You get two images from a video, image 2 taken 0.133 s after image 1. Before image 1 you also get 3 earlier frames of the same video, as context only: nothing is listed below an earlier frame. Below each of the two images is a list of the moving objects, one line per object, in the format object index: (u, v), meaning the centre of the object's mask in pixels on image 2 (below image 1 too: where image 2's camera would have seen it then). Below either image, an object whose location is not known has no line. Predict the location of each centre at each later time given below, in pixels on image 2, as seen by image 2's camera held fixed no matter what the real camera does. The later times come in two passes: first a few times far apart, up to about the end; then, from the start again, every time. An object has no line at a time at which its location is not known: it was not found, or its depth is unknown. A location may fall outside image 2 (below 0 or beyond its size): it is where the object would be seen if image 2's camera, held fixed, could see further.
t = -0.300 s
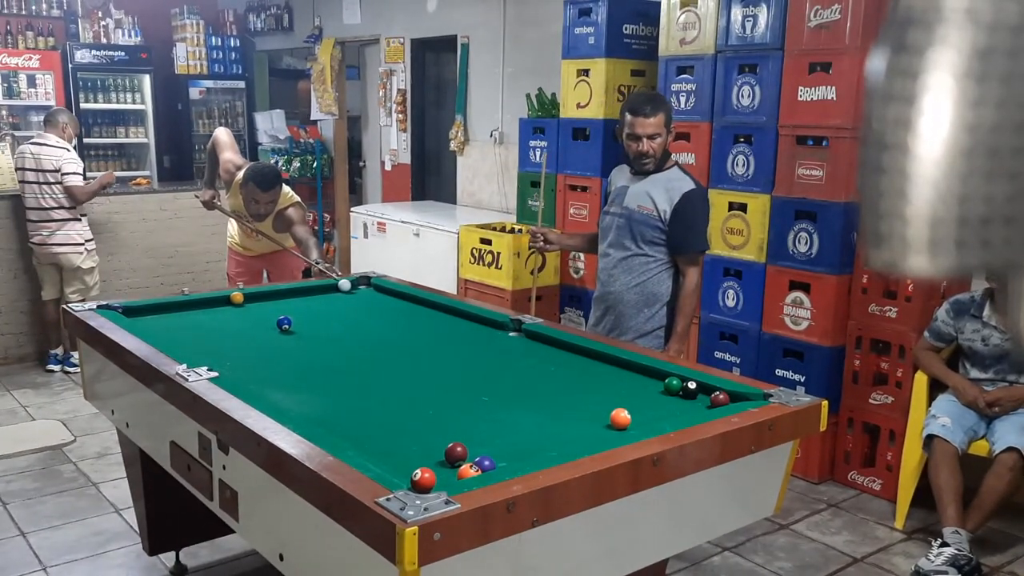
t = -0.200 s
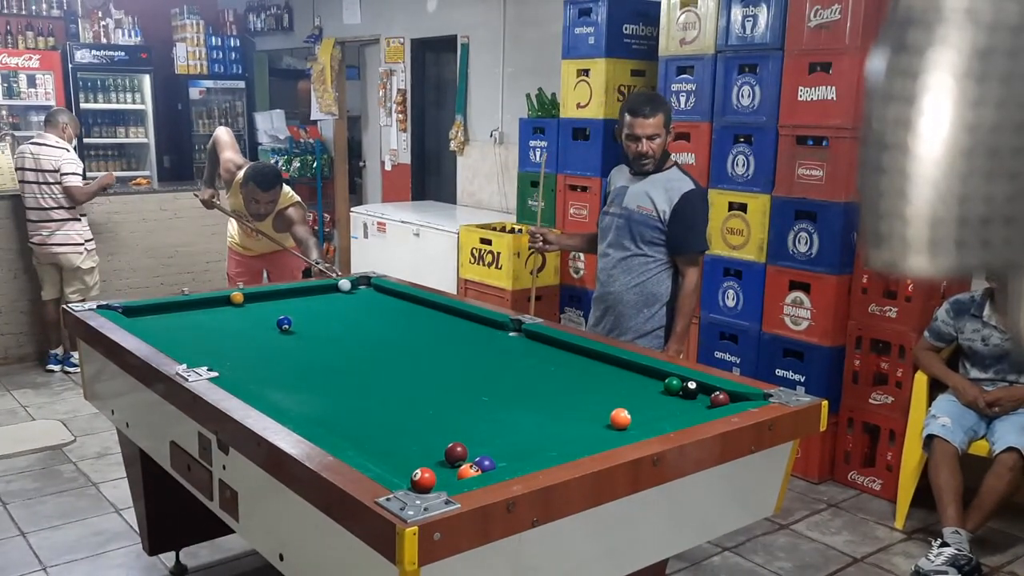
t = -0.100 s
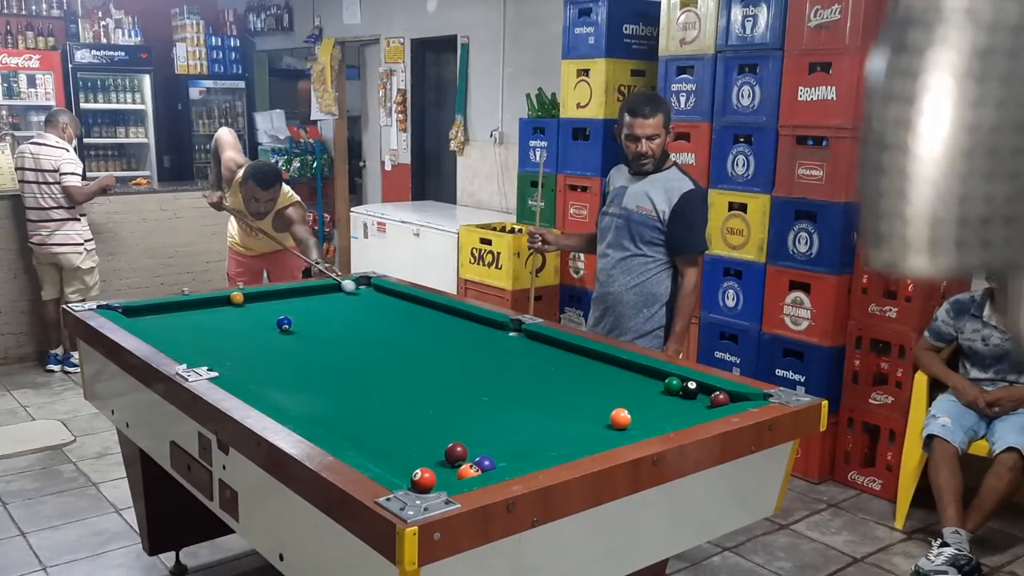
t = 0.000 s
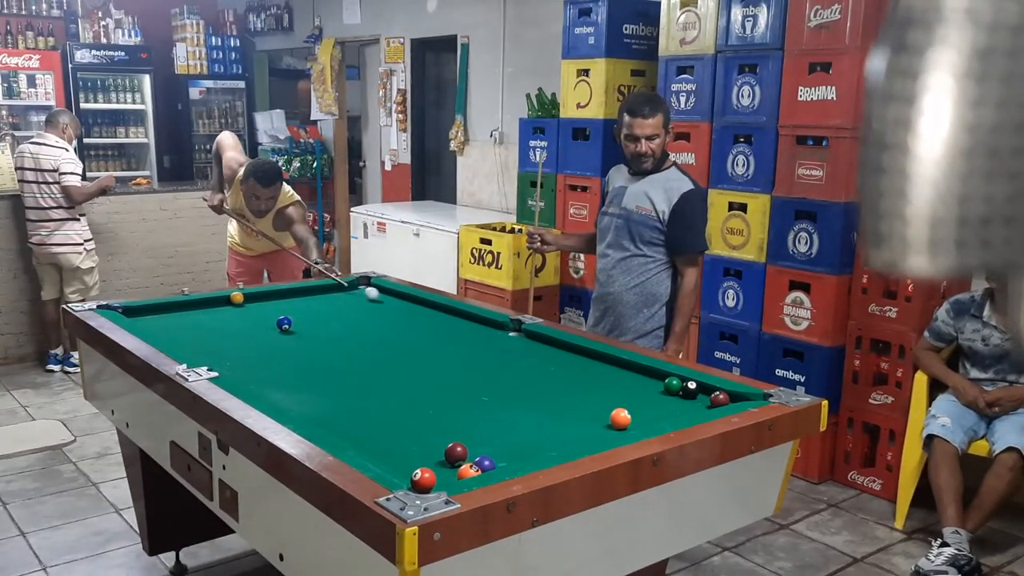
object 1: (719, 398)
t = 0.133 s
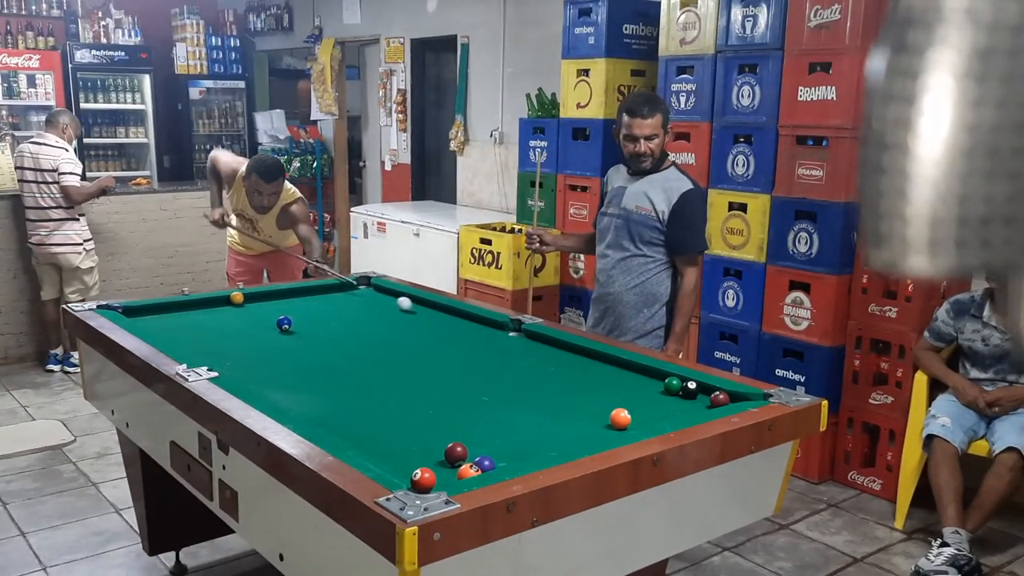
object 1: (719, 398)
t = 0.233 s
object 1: (719, 398)
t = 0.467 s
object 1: (719, 398)
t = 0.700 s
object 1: (719, 398)
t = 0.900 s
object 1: (719, 398)
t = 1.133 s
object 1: (702, 403)
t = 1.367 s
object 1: (669, 405)
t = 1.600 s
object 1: (644, 411)
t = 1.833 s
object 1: (628, 412)
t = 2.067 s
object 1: (620, 412)
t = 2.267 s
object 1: (615, 413)
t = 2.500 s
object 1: (613, 412)
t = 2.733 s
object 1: (614, 412)
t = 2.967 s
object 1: (614, 412)
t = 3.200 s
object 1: (614, 412)
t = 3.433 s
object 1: (614, 412)
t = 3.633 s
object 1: (614, 412)
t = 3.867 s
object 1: (614, 412)
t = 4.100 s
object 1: (614, 412)
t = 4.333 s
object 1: (614, 412)
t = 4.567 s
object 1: (614, 412)
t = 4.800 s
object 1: (614, 412)
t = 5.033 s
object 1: (614, 412)
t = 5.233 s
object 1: (614, 412)
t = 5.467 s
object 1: (614, 413)
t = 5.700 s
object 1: (614, 413)
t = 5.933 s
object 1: (614, 412)
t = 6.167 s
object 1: (614, 412)
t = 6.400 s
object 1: (614, 412)
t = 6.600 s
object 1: (614, 412)
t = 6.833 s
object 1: (614, 412)
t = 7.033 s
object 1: (614, 412)
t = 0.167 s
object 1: (719, 398)
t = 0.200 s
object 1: (719, 398)
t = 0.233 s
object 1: (719, 398)
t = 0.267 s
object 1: (719, 398)
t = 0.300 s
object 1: (719, 398)
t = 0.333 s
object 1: (719, 398)
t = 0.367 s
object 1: (719, 398)
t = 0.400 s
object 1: (719, 398)
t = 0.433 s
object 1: (719, 398)
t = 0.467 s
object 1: (719, 398)
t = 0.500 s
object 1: (719, 398)
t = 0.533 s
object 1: (719, 398)
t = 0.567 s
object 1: (719, 398)
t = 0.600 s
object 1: (719, 398)
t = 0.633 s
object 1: (719, 398)
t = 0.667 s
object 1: (719, 398)
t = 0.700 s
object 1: (719, 398)
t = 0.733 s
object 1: (719, 398)
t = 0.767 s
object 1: (719, 398)
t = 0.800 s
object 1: (719, 398)
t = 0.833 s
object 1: (719, 398)
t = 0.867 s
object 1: (719, 398)
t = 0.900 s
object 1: (719, 398)
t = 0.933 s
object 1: (719, 399)
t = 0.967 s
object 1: (721, 400)
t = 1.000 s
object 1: (721, 401)
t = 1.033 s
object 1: (717, 402)
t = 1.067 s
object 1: (712, 402)
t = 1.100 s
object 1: (707, 403)
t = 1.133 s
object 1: (702, 403)
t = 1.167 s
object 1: (697, 404)
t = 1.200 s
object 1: (693, 404)
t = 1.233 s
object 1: (688, 405)
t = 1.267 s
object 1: (683, 405)
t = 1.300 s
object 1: (679, 406)
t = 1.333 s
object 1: (674, 405)
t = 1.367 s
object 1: (669, 405)
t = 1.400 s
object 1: (666, 406)
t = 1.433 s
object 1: (662, 407)
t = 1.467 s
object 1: (658, 408)
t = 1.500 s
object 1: (655, 408)
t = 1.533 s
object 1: (651, 409)
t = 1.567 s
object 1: (648, 410)
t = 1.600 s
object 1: (644, 411)
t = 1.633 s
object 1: (641, 412)
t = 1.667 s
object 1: (638, 412)
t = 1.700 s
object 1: (635, 412)
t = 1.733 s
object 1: (633, 412)
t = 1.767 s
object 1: (632, 412)
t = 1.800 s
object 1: (630, 412)
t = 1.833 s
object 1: (628, 412)
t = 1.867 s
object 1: (627, 412)
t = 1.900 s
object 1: (625, 412)
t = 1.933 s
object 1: (624, 412)
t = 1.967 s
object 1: (623, 412)
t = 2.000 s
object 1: (622, 412)
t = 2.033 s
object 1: (621, 412)
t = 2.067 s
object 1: (620, 412)
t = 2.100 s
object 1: (619, 412)
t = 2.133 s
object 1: (618, 413)
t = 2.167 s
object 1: (617, 413)
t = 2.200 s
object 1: (616, 413)
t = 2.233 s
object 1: (616, 413)
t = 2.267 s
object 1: (615, 413)
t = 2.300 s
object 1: (615, 412)
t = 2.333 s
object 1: (614, 412)
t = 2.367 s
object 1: (614, 412)
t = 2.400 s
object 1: (614, 413)
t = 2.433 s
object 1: (613, 412)
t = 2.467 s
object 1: (613, 413)
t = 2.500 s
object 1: (613, 412)
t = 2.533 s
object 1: (613, 412)
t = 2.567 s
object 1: (613, 412)
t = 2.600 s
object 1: (613, 412)
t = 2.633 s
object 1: (614, 412)
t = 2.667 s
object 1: (614, 412)
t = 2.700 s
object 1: (614, 412)
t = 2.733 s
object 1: (614, 412)
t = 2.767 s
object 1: (614, 412)
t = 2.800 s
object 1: (614, 412)
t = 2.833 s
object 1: (614, 412)
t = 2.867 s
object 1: (614, 412)
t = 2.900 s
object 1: (614, 412)
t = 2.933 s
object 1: (614, 412)
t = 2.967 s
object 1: (614, 412)
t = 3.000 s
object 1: (614, 412)
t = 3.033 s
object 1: (614, 412)
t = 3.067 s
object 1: (614, 412)
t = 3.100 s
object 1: (614, 412)
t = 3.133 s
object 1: (614, 412)
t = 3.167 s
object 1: (614, 412)
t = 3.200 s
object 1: (614, 412)
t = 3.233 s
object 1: (614, 412)
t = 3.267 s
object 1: (614, 412)
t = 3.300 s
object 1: (614, 412)
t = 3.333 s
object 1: (614, 412)
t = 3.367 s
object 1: (614, 412)
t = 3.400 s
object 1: (614, 412)
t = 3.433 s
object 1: (614, 412)
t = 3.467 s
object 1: (614, 412)
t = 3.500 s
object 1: (614, 412)
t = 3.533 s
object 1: (614, 412)
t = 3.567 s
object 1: (614, 412)
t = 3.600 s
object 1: (614, 412)
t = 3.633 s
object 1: (614, 412)
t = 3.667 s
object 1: (614, 412)
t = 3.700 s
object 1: (614, 412)
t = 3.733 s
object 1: (614, 412)
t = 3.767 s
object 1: (614, 412)
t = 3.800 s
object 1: (614, 412)
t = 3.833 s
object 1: (614, 412)
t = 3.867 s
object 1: (614, 412)
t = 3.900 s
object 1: (614, 412)
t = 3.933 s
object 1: (614, 412)
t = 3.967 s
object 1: (614, 412)
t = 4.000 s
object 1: (614, 412)
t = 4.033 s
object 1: (614, 412)
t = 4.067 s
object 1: (614, 412)
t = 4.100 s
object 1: (614, 412)
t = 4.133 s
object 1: (614, 412)
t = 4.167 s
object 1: (614, 412)
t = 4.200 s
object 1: (614, 412)
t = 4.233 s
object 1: (614, 412)
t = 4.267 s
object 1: (614, 412)
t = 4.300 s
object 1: (614, 412)
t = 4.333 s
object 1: (614, 412)
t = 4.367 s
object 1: (614, 412)
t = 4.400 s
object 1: (614, 412)
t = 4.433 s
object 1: (614, 412)
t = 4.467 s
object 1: (614, 412)
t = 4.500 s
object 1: (614, 412)
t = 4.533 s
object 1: (614, 412)
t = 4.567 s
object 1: (614, 412)
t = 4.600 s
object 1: (614, 412)
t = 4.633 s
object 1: (614, 412)
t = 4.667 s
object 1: (614, 412)
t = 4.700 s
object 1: (614, 412)
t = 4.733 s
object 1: (614, 412)
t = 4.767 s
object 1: (614, 412)
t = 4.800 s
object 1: (614, 412)
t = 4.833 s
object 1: (614, 412)
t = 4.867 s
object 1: (614, 412)
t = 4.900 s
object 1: (614, 412)
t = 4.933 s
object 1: (614, 412)
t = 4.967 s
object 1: (614, 412)
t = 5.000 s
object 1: (614, 412)
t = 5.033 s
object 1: (614, 412)
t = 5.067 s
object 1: (614, 412)
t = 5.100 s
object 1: (614, 412)
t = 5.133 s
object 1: (614, 412)
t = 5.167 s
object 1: (614, 412)
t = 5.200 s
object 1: (614, 412)
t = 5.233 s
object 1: (614, 412)
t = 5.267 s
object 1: (614, 412)
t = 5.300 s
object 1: (614, 412)
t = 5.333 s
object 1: (614, 412)
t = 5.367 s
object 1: (614, 412)
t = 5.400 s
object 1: (614, 412)
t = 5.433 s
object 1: (614, 412)
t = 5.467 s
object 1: (614, 413)
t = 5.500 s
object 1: (614, 412)
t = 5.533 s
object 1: (614, 413)
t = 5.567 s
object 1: (614, 412)
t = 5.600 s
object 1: (614, 412)
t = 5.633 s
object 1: (614, 412)
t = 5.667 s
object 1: (614, 413)
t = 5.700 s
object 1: (614, 413)
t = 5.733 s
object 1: (614, 412)
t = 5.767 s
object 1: (614, 412)
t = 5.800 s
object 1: (614, 413)
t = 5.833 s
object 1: (614, 412)
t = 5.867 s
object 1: (614, 412)
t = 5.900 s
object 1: (614, 412)
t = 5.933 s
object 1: (614, 412)
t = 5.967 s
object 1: (614, 412)
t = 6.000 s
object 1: (614, 412)
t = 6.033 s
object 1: (614, 412)
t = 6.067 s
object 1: (614, 412)
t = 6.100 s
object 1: (614, 412)
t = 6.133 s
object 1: (614, 412)
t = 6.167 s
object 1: (614, 412)
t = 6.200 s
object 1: (614, 412)
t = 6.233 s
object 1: (614, 412)
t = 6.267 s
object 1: (614, 412)
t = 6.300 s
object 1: (614, 412)
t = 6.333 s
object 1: (614, 412)
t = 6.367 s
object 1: (614, 412)
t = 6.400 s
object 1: (614, 412)
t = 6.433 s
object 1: (614, 412)
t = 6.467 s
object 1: (614, 412)
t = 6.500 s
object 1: (614, 412)
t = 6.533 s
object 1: (614, 412)
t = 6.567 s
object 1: (614, 412)
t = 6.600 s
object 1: (614, 412)
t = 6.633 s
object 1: (614, 412)
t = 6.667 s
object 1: (614, 412)
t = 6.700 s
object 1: (614, 413)
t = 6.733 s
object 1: (614, 412)
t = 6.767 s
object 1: (614, 412)
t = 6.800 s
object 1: (614, 412)
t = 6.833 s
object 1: (614, 412)
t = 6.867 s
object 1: (614, 412)
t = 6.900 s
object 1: (614, 412)
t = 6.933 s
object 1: (614, 413)
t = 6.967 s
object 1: (615, 412)
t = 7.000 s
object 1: (615, 411)
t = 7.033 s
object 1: (614, 412)
